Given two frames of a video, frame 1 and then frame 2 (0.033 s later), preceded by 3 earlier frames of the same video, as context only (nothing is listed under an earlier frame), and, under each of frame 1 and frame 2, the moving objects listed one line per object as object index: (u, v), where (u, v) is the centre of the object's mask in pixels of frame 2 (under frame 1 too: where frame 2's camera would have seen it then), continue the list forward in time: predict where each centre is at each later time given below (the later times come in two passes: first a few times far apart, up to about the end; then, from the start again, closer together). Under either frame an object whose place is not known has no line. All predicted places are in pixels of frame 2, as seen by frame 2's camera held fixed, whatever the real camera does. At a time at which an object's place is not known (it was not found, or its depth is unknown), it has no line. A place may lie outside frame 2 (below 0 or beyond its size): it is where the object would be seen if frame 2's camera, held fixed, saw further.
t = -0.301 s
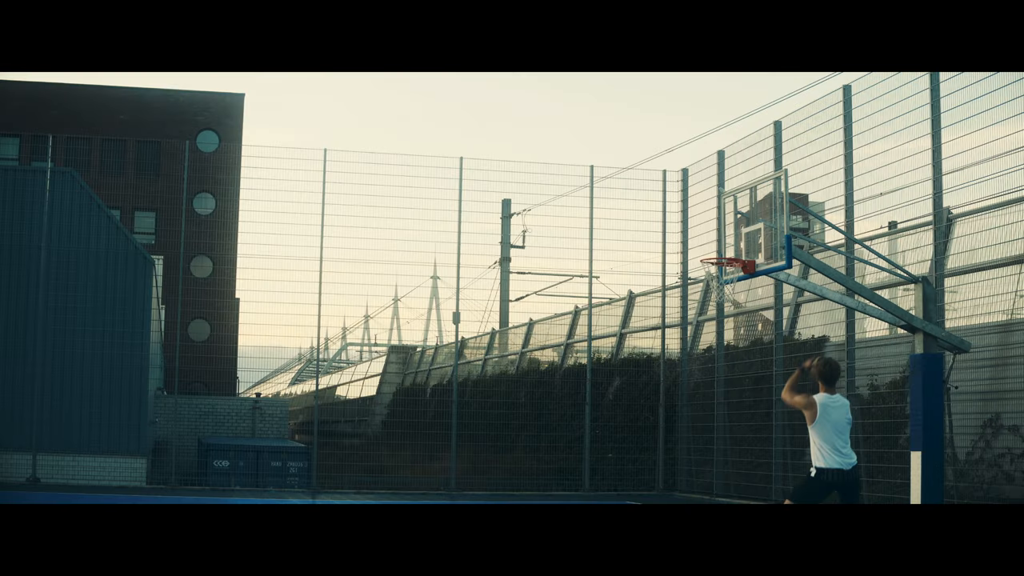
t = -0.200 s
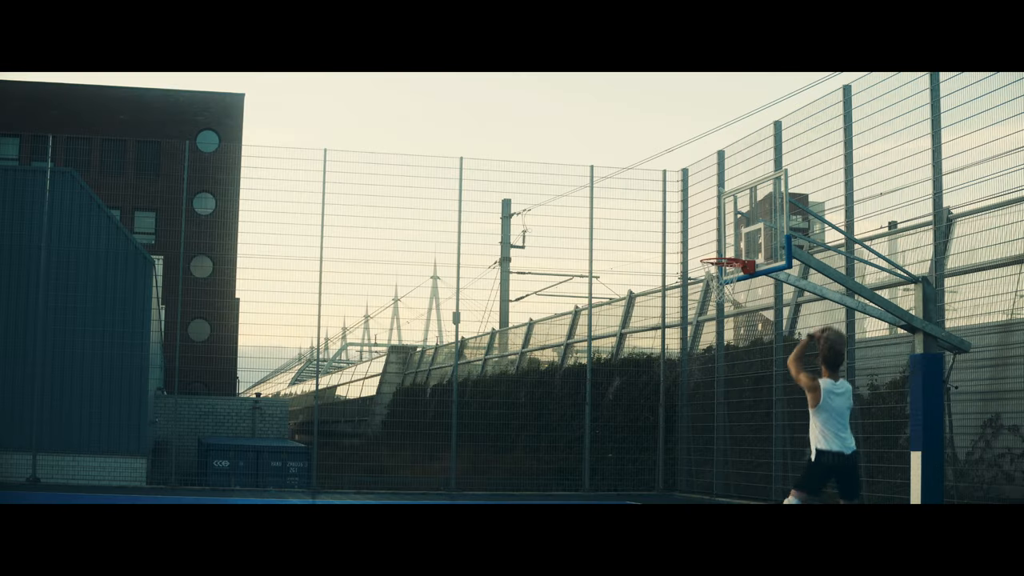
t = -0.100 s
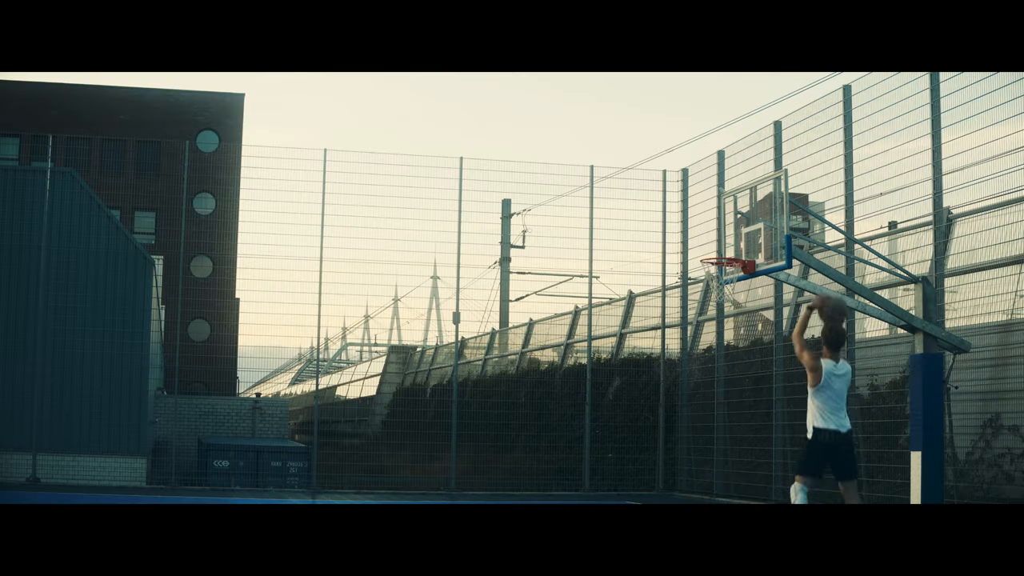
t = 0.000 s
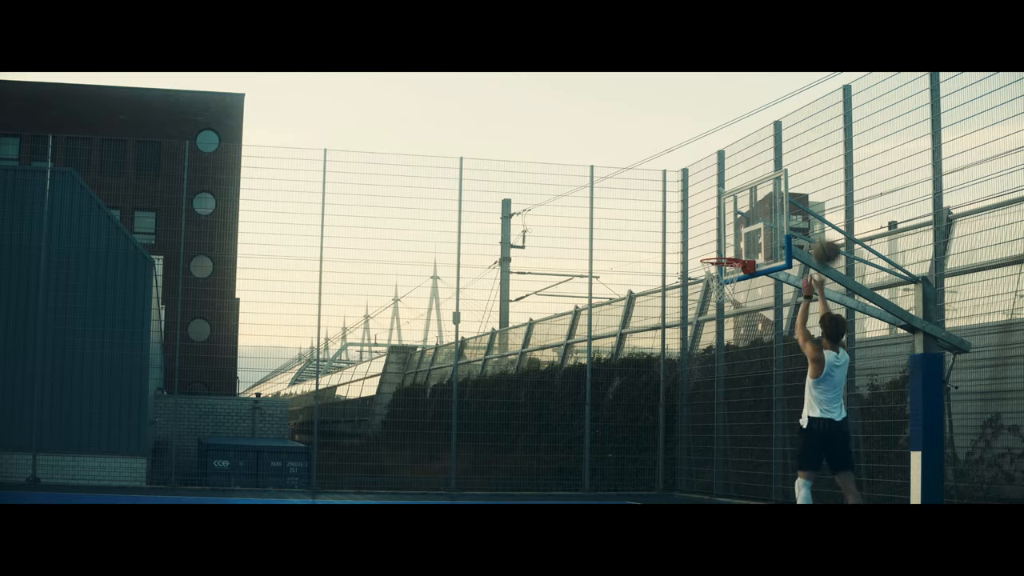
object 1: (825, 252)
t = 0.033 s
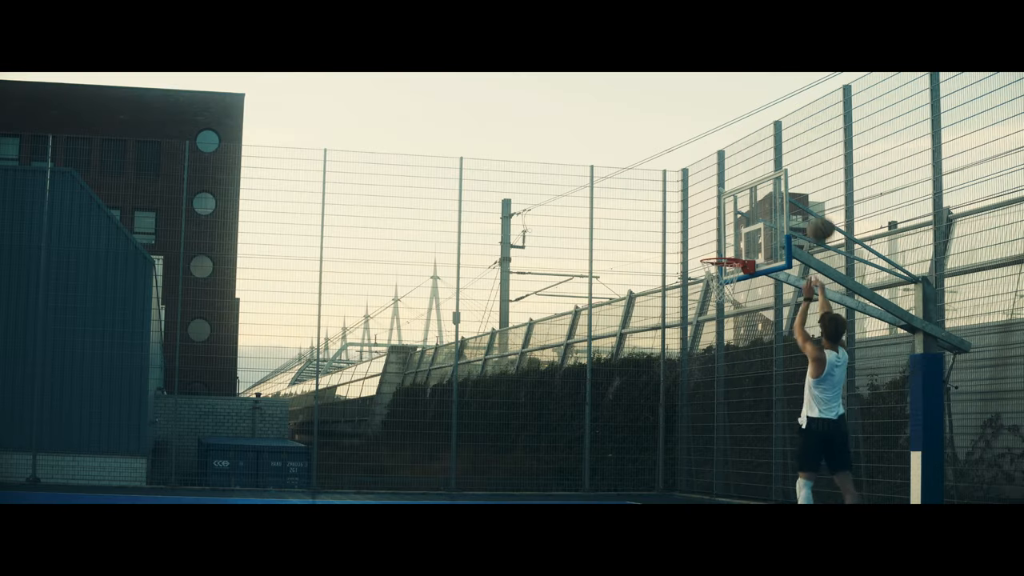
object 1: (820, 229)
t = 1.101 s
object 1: (730, 212)
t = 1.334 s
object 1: (719, 292)
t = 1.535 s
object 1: (713, 329)
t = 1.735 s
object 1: (703, 397)
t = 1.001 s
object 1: (736, 172)
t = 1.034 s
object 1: (734, 185)
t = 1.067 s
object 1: (732, 198)
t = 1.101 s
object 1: (730, 212)
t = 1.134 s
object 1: (728, 227)
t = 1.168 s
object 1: (727, 243)
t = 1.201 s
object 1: (724, 259)
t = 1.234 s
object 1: (723, 275)
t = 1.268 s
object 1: (721, 286)
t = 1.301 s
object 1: (720, 289)
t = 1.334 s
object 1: (719, 292)
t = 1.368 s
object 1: (718, 296)
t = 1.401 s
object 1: (717, 300)
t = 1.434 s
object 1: (716, 306)
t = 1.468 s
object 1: (715, 313)
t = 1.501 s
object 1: (714, 321)
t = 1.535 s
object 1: (713, 329)
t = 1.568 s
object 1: (711, 338)
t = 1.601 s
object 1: (709, 350)
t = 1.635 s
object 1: (708, 357)
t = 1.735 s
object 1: (703, 397)
